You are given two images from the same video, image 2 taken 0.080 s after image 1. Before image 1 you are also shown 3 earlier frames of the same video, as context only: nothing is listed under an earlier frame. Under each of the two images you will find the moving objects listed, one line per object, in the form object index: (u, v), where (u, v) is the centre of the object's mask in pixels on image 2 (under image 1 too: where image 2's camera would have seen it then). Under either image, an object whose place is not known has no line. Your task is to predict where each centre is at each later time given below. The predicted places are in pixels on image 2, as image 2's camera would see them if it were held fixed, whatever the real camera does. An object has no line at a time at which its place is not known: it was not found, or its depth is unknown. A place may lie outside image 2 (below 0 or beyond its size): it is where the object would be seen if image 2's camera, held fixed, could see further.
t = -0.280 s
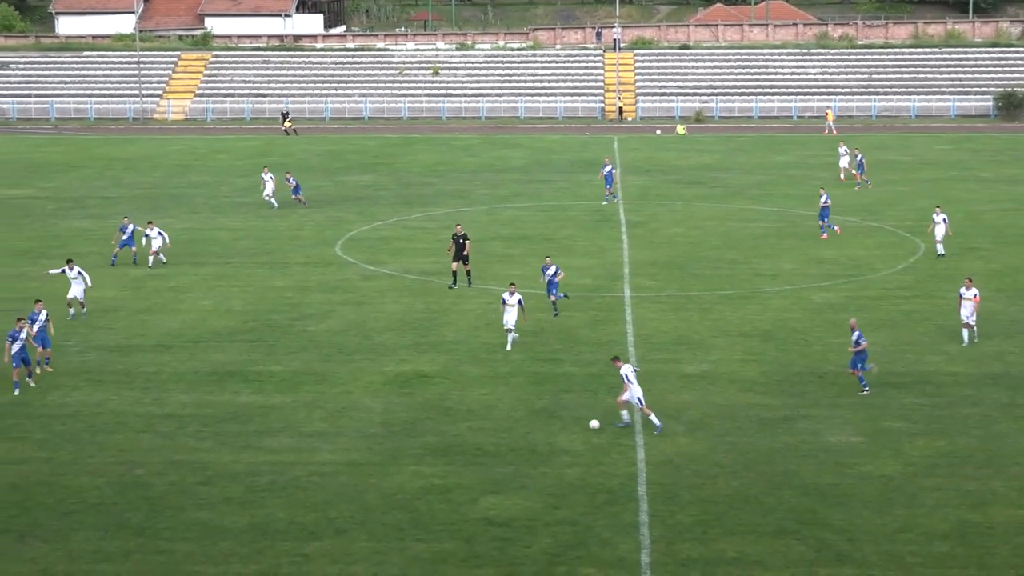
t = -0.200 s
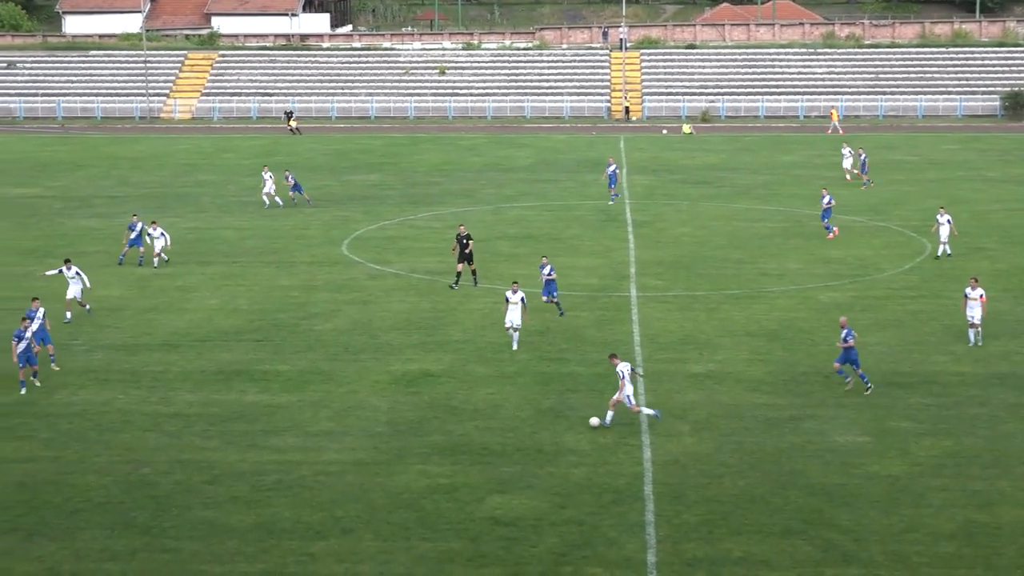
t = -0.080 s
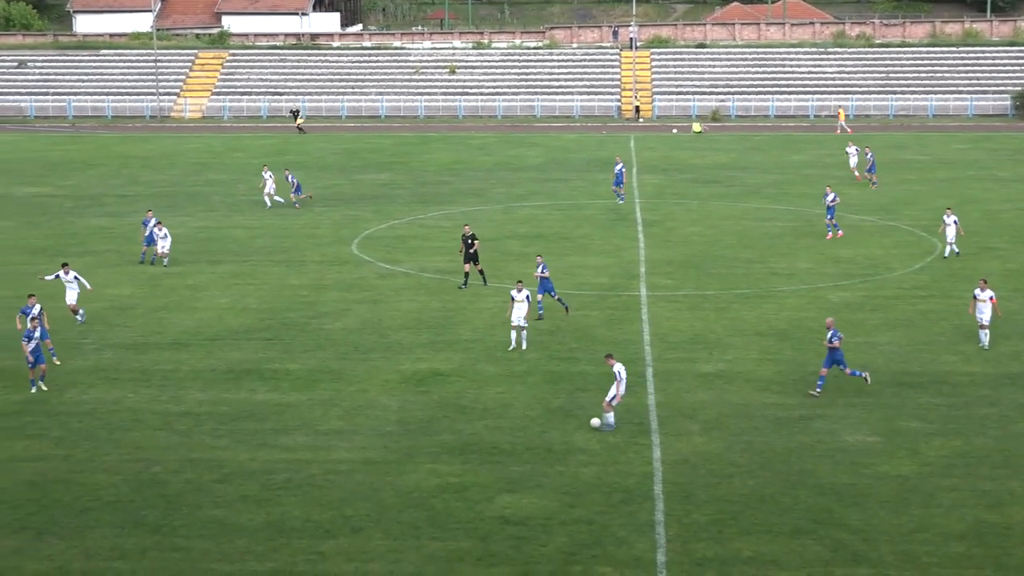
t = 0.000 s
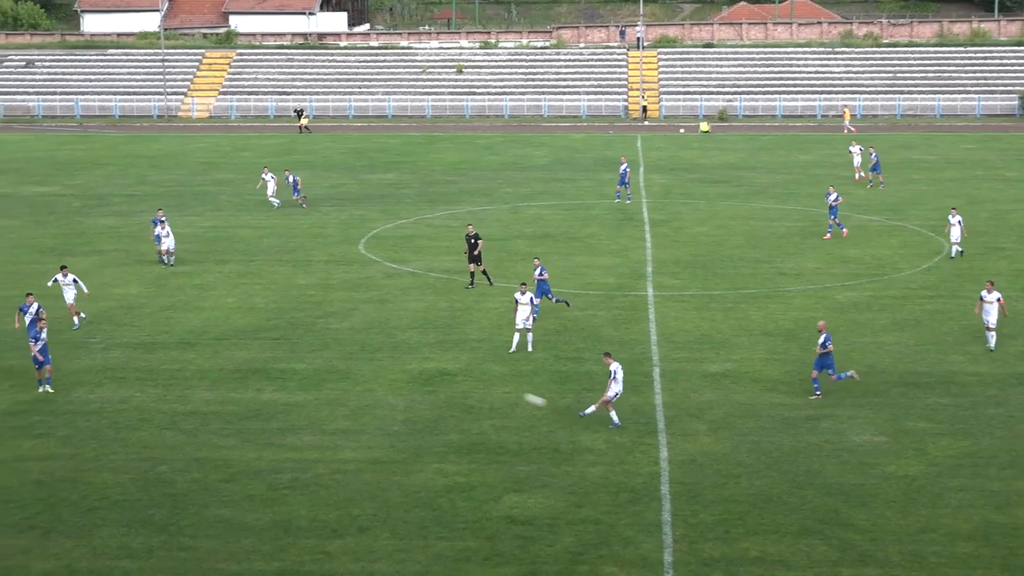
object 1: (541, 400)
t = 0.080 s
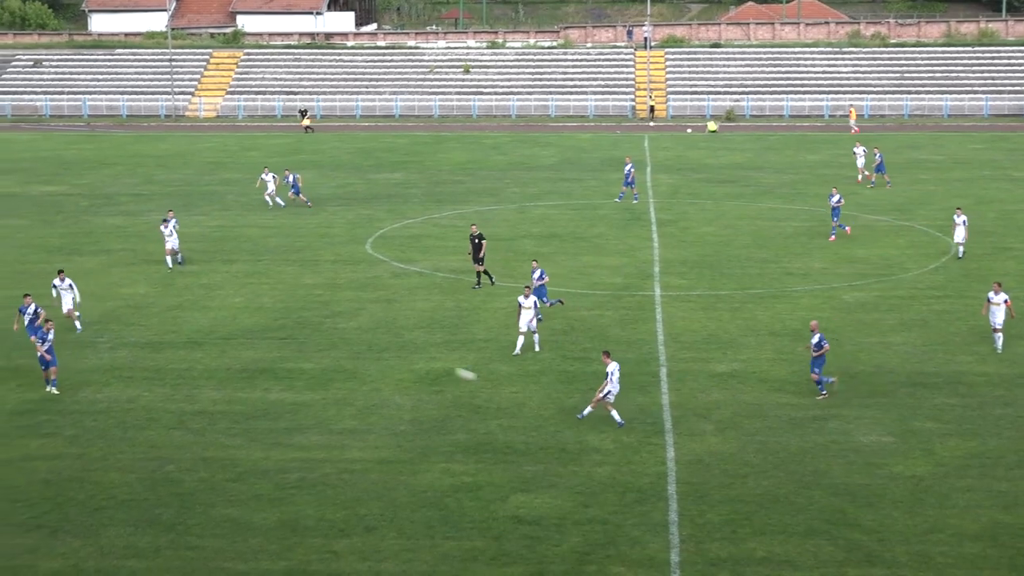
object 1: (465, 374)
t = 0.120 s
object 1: (428, 362)
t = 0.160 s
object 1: (393, 351)
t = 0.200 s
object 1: (358, 339)
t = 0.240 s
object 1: (324, 330)
